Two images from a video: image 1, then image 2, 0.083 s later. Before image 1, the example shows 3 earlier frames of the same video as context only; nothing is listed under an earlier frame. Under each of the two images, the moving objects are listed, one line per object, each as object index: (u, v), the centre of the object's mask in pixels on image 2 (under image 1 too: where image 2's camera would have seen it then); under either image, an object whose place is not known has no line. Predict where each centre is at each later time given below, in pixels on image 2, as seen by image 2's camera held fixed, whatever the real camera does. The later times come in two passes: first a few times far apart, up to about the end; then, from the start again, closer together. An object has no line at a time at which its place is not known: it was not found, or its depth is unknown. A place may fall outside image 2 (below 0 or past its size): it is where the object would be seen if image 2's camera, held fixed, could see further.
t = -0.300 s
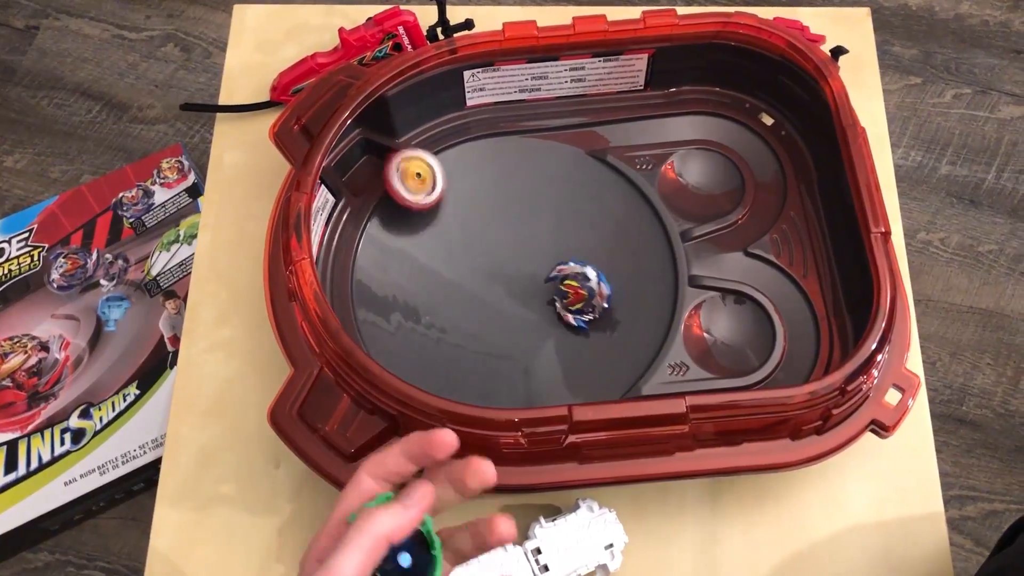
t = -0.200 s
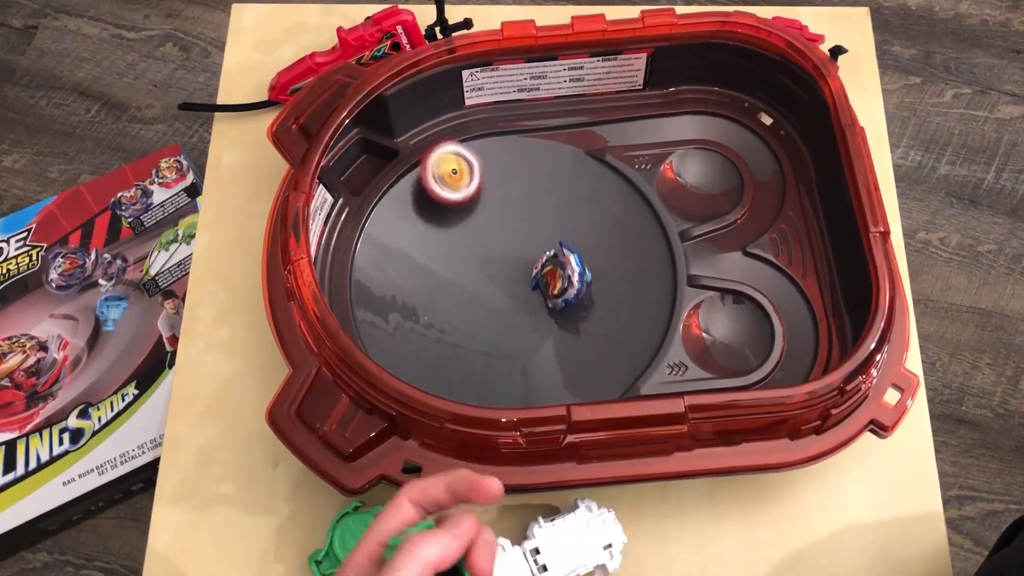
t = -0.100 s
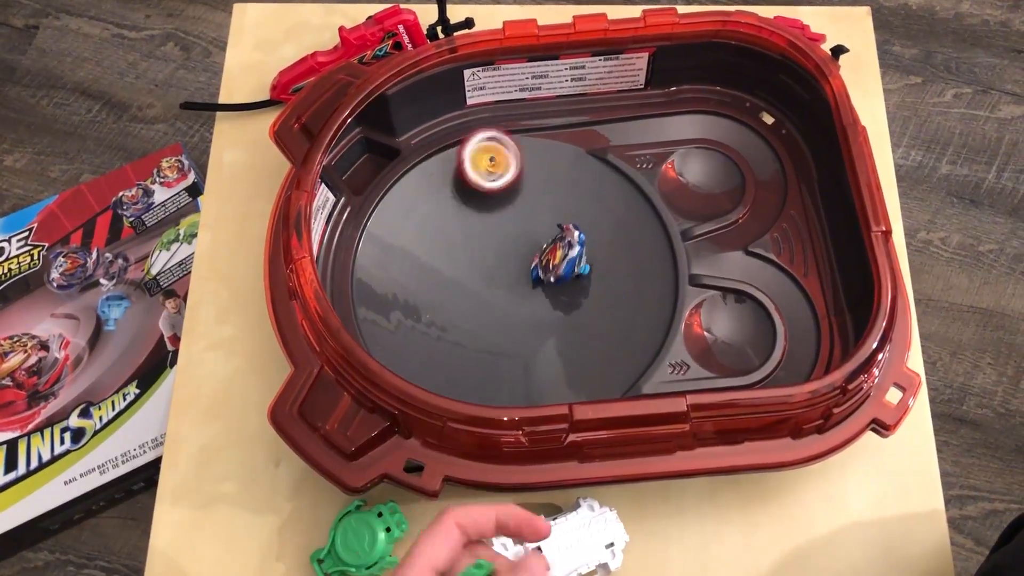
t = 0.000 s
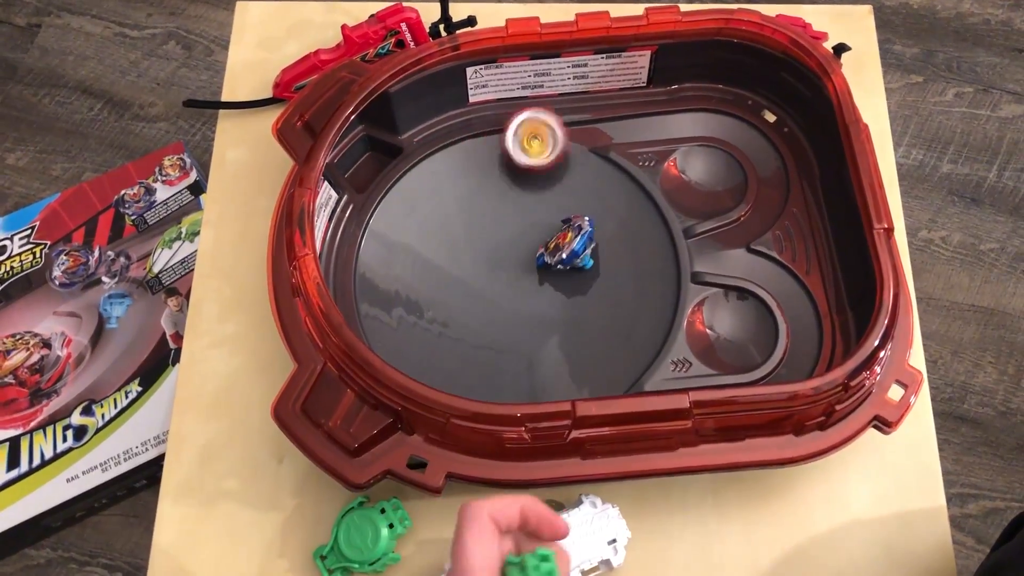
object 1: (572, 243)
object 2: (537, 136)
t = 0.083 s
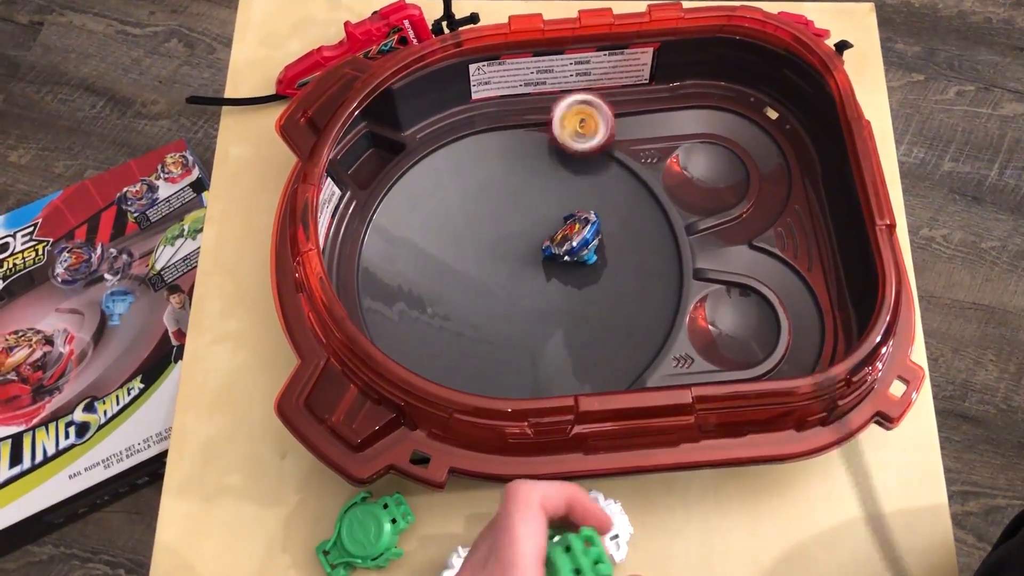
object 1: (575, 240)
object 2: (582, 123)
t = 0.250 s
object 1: (569, 246)
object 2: (696, 117)
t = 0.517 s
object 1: (563, 276)
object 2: (778, 172)
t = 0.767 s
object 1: (566, 285)
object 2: (795, 216)
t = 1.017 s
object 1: (556, 267)
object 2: (774, 299)
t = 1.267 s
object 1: (555, 255)
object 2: (691, 318)
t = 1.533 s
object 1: (545, 250)
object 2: (610, 251)
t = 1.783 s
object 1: (521, 171)
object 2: (578, 205)
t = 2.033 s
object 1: (516, 178)
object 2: (538, 251)
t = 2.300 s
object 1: (554, 226)
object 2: (509, 324)
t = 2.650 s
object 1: (543, 227)
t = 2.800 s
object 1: (524, 215)
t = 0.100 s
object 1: (575, 240)
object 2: (591, 122)
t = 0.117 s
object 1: (575, 240)
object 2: (603, 121)
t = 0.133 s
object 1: (575, 240)
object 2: (615, 122)
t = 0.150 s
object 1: (574, 241)
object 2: (626, 121)
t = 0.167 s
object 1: (573, 242)
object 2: (637, 121)
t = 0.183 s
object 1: (572, 243)
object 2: (649, 122)
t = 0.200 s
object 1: (571, 243)
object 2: (661, 123)
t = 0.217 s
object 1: (570, 244)
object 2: (672, 120)
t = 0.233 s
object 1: (569, 245)
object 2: (686, 118)
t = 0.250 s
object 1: (569, 246)
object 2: (696, 117)
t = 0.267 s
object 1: (568, 247)
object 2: (711, 116)
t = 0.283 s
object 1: (568, 247)
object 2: (723, 116)
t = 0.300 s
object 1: (566, 249)
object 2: (732, 114)
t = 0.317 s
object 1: (566, 251)
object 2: (742, 115)
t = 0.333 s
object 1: (565, 252)
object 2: (751, 112)
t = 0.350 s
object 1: (564, 254)
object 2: (759, 115)
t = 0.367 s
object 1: (563, 256)
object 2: (761, 123)
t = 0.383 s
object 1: (563, 258)
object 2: (763, 129)
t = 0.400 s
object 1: (562, 260)
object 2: (763, 138)
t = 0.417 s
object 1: (562, 263)
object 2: (762, 144)
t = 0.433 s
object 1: (562, 265)
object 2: (766, 148)
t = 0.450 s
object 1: (562, 266)
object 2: (767, 153)
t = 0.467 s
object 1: (562, 269)
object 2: (771, 159)
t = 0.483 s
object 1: (562, 271)
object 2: (773, 165)
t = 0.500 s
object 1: (562, 274)
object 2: (776, 167)
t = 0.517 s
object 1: (563, 276)
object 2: (778, 172)
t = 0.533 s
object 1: (563, 278)
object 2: (779, 174)
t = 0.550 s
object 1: (564, 279)
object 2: (781, 177)
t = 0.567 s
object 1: (565, 281)
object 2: (778, 180)
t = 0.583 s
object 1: (566, 282)
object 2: (773, 182)
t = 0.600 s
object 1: (567, 283)
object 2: (770, 183)
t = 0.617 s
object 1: (568, 284)
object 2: (765, 185)
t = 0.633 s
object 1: (568, 284)
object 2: (764, 187)
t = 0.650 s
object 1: (568, 285)
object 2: (772, 188)
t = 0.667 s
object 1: (568, 286)
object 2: (774, 191)
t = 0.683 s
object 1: (568, 286)
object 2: (780, 194)
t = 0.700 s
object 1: (568, 286)
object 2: (784, 198)
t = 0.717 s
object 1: (567, 286)
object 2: (788, 203)
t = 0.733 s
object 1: (567, 286)
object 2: (792, 206)
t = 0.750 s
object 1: (566, 285)
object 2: (794, 211)
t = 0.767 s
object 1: (566, 285)
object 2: (795, 216)
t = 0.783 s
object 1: (565, 284)
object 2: (797, 221)
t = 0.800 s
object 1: (565, 284)
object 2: (798, 226)
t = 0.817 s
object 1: (564, 283)
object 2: (797, 232)
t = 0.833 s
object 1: (564, 282)
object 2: (797, 237)
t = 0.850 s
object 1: (562, 280)
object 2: (794, 244)
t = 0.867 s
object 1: (561, 279)
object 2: (792, 250)
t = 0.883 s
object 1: (560, 278)
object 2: (788, 260)
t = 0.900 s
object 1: (560, 277)
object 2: (783, 269)
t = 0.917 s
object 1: (559, 276)
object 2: (779, 274)
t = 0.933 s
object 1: (558, 275)
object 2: (778, 278)
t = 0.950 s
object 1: (557, 272)
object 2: (780, 281)
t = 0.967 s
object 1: (557, 271)
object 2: (780, 286)
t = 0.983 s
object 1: (557, 269)
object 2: (779, 291)
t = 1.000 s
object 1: (557, 268)
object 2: (776, 295)
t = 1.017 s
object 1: (556, 267)
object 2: (774, 299)
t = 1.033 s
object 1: (556, 267)
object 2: (768, 306)
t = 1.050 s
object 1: (556, 265)
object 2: (760, 308)
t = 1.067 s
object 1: (555, 264)
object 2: (751, 309)
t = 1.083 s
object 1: (555, 263)
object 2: (743, 310)
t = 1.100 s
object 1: (555, 262)
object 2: (733, 310)
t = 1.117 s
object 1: (555, 261)
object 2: (727, 311)
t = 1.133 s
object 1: (555, 260)
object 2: (721, 312)
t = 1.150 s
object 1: (554, 259)
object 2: (716, 312)
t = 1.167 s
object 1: (555, 258)
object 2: (713, 314)
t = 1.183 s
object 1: (555, 257)
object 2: (709, 315)
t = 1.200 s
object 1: (555, 256)
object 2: (707, 314)
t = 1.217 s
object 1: (555, 257)
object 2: (704, 316)
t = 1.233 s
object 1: (555, 255)
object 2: (700, 319)
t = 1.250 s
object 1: (555, 255)
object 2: (695, 319)
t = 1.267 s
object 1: (555, 255)
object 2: (691, 318)
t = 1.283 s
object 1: (555, 255)
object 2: (685, 317)
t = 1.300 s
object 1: (555, 255)
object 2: (680, 316)
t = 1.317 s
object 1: (555, 255)
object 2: (674, 314)
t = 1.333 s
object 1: (555, 255)
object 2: (666, 312)
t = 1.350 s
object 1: (555, 256)
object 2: (660, 311)
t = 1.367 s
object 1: (555, 256)
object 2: (655, 305)
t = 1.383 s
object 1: (554, 257)
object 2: (648, 300)
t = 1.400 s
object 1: (554, 258)
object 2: (642, 297)
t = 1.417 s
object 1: (554, 259)
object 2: (635, 289)
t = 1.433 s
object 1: (554, 259)
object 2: (629, 283)
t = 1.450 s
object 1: (553, 261)
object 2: (624, 278)
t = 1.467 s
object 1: (553, 261)
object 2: (618, 270)
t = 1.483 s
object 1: (553, 261)
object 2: (614, 264)
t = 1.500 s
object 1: (552, 261)
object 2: (612, 257)
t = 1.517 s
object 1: (549, 256)
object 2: (609, 255)
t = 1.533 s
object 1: (545, 250)
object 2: (610, 251)
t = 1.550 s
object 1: (542, 244)
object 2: (608, 248)
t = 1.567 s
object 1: (540, 239)
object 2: (607, 243)
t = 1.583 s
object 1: (538, 231)
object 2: (605, 237)
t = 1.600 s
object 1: (536, 225)
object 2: (605, 231)
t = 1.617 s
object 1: (535, 219)
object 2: (603, 226)
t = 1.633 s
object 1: (534, 214)
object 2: (601, 222)
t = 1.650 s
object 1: (532, 208)
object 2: (596, 216)
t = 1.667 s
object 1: (532, 203)
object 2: (593, 211)
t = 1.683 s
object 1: (530, 198)
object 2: (589, 209)
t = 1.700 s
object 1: (528, 193)
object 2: (587, 207)
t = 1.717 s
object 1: (527, 187)
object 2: (584, 204)
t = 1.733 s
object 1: (525, 182)
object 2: (583, 203)
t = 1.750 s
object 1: (523, 178)
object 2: (582, 203)
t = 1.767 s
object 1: (521, 174)
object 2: (581, 203)
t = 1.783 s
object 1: (521, 171)
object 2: (578, 205)
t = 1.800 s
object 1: (521, 170)
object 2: (576, 203)
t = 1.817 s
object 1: (522, 169)
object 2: (576, 206)
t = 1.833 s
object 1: (522, 168)
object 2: (571, 208)
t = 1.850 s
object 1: (523, 167)
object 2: (569, 209)
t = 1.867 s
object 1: (524, 167)
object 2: (567, 211)
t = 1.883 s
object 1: (524, 167)
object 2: (565, 214)
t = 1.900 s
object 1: (524, 167)
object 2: (561, 217)
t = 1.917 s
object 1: (524, 168)
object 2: (558, 221)
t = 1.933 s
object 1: (523, 168)
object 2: (555, 226)
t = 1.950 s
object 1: (522, 169)
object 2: (551, 229)
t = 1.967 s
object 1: (521, 170)
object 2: (549, 233)
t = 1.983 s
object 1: (520, 171)
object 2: (545, 238)
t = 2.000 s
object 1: (519, 172)
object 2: (543, 243)
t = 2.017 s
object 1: (518, 175)
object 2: (540, 248)
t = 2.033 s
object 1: (516, 178)
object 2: (538, 251)
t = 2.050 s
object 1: (515, 182)
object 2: (537, 256)
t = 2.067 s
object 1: (515, 186)
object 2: (534, 260)
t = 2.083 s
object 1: (514, 191)
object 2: (532, 265)
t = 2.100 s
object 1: (514, 194)
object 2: (528, 270)
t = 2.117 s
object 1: (515, 199)
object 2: (527, 274)
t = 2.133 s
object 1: (516, 204)
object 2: (524, 279)
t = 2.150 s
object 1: (519, 208)
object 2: (522, 284)
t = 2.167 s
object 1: (522, 212)
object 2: (520, 288)
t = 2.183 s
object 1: (526, 215)
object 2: (519, 291)
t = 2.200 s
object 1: (530, 219)
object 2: (517, 296)
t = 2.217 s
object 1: (534, 222)
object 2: (515, 301)
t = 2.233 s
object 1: (537, 224)
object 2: (513, 306)
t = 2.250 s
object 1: (542, 225)
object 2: (510, 310)
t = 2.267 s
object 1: (546, 226)
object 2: (510, 314)
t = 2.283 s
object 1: (550, 226)
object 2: (510, 319)
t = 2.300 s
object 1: (554, 226)
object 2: (509, 324)
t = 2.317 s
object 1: (557, 225)
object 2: (508, 328)
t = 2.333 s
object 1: (560, 223)
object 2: (508, 330)
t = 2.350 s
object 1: (563, 222)
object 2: (511, 333)
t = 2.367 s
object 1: (565, 221)
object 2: (510, 335)
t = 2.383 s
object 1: (567, 220)
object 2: (512, 337)
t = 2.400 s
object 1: (567, 219)
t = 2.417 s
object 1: (568, 219)
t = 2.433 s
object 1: (568, 218)
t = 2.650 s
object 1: (543, 227)
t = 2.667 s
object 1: (541, 227)
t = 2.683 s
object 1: (538, 227)
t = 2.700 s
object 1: (535, 226)
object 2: (529, 295)
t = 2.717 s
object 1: (533, 224)
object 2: (529, 291)
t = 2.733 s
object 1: (531, 223)
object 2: (527, 286)
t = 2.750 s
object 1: (528, 222)
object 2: (529, 282)
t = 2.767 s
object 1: (526, 219)
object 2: (527, 278)
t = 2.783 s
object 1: (525, 217)
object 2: (527, 273)
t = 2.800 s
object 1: (524, 215)
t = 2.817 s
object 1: (523, 212)
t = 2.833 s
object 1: (525, 210)
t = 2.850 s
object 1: (528, 210)
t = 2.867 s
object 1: (533, 209)
